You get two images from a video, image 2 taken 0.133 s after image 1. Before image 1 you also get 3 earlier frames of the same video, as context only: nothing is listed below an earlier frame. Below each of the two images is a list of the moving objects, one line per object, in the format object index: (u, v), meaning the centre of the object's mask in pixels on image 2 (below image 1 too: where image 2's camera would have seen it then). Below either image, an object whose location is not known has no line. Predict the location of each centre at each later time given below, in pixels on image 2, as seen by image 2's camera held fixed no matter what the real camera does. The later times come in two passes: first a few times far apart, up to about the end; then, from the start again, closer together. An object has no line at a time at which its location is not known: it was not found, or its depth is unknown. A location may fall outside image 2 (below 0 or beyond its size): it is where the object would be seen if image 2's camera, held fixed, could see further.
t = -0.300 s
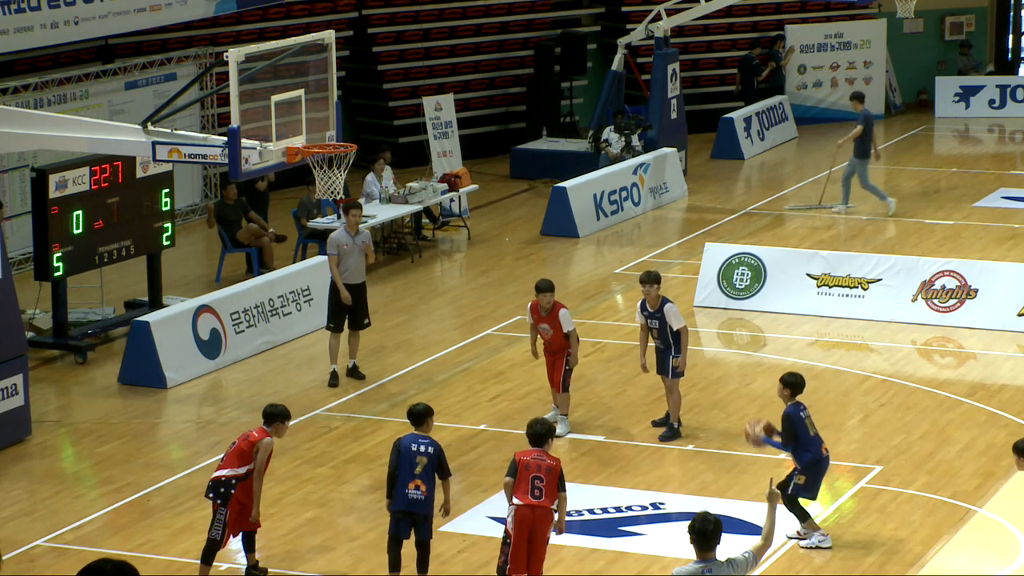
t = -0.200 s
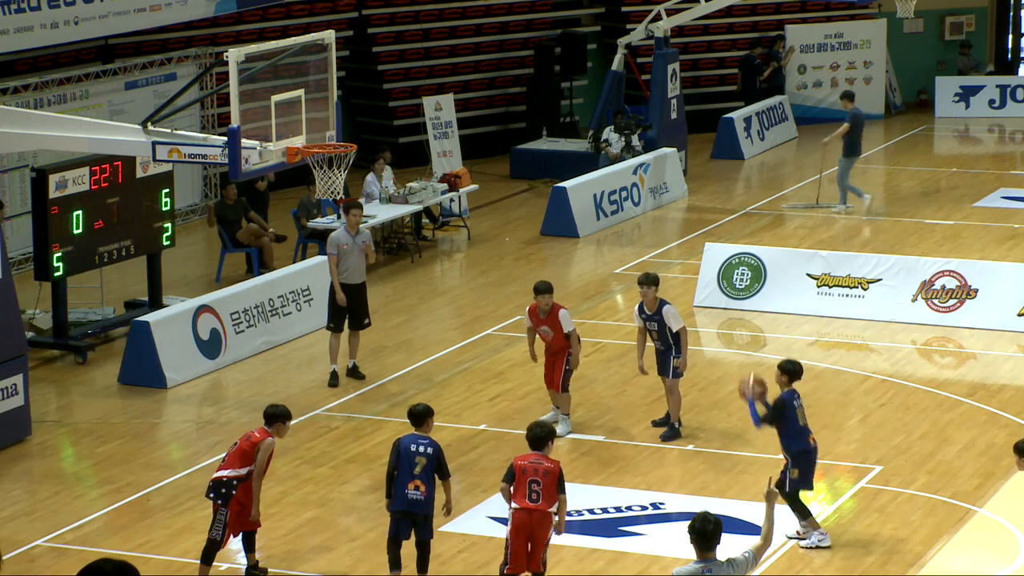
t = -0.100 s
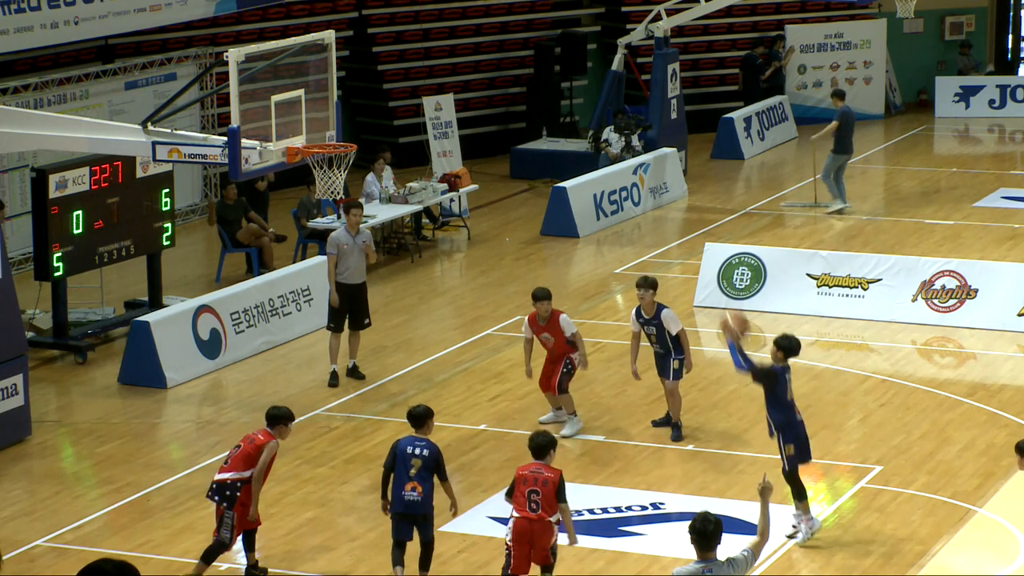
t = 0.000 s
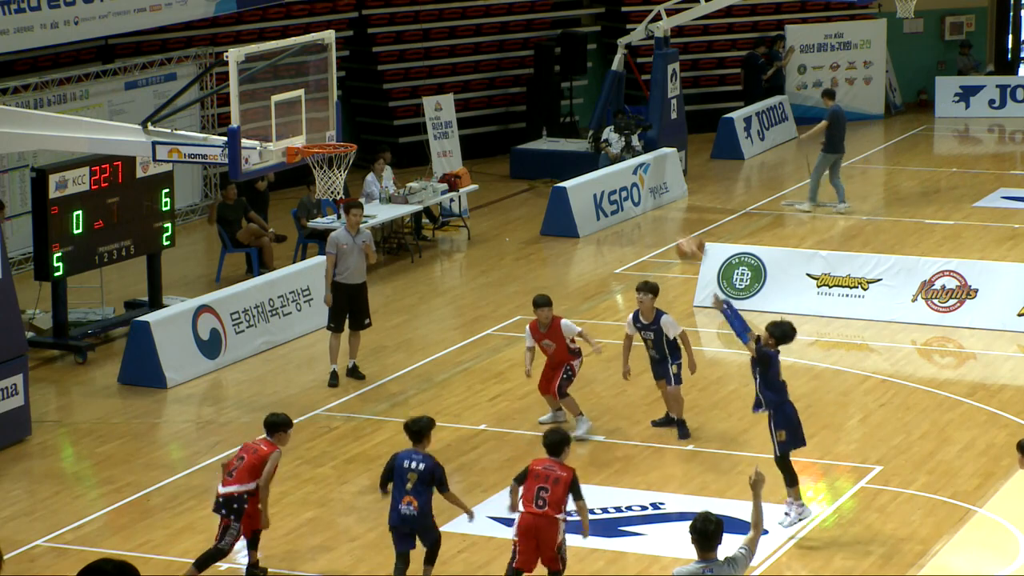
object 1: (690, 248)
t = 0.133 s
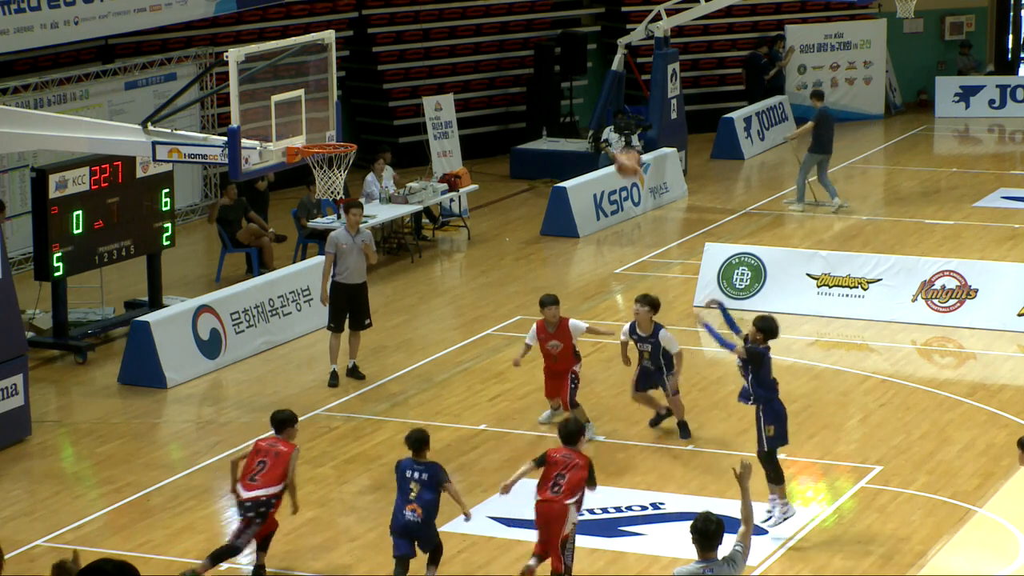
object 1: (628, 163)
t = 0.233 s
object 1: (583, 114)
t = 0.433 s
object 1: (495, 48)
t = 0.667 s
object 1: (396, 31)
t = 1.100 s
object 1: (339, 135)
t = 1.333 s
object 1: (318, 132)
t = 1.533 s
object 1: (350, 167)
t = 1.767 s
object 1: (338, 176)
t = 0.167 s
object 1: (613, 145)
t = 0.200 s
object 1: (597, 127)
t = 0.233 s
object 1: (583, 114)
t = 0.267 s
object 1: (567, 99)
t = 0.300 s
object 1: (553, 86)
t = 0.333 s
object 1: (538, 74)
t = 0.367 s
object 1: (524, 64)
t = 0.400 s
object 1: (509, 55)
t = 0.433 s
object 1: (495, 48)
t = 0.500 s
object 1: (466, 37)
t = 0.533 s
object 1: (452, 33)
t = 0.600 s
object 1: (424, 29)
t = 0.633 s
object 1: (410, 30)
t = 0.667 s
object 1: (396, 31)
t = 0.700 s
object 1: (382, 34)
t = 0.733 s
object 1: (369, 38)
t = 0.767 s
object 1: (356, 43)
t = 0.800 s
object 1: (343, 49)
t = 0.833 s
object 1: (329, 56)
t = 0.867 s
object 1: (316, 64)
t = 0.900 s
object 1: (303, 75)
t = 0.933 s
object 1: (302, 84)
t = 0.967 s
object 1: (311, 95)
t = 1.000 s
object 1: (321, 106)
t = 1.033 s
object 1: (331, 121)
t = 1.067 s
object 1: (340, 136)
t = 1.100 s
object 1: (339, 135)
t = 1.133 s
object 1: (332, 132)
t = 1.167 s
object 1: (324, 129)
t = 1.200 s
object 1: (318, 127)
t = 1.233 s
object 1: (310, 126)
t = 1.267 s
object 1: (304, 126)
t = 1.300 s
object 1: (310, 128)
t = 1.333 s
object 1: (318, 132)
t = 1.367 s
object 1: (324, 136)
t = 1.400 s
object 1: (330, 139)
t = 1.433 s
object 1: (337, 143)
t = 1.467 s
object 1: (345, 158)
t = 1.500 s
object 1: (348, 164)
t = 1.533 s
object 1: (350, 167)
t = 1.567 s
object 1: (352, 164)
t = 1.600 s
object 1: (352, 164)
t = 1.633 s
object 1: (350, 166)
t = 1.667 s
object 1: (345, 167)
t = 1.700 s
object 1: (343, 168)
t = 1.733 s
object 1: (340, 174)
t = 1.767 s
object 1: (338, 176)
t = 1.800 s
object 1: (334, 182)
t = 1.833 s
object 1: (331, 184)
